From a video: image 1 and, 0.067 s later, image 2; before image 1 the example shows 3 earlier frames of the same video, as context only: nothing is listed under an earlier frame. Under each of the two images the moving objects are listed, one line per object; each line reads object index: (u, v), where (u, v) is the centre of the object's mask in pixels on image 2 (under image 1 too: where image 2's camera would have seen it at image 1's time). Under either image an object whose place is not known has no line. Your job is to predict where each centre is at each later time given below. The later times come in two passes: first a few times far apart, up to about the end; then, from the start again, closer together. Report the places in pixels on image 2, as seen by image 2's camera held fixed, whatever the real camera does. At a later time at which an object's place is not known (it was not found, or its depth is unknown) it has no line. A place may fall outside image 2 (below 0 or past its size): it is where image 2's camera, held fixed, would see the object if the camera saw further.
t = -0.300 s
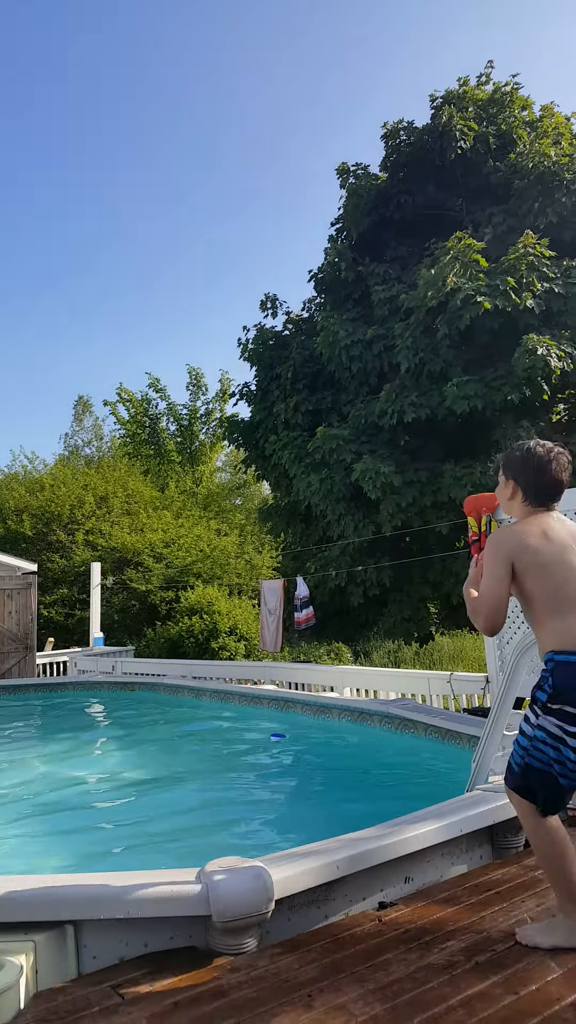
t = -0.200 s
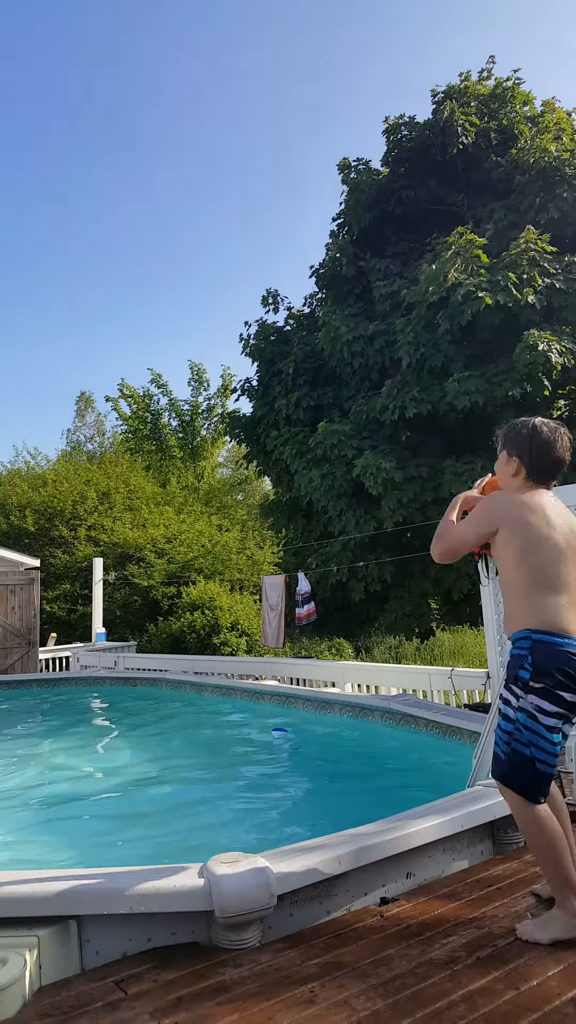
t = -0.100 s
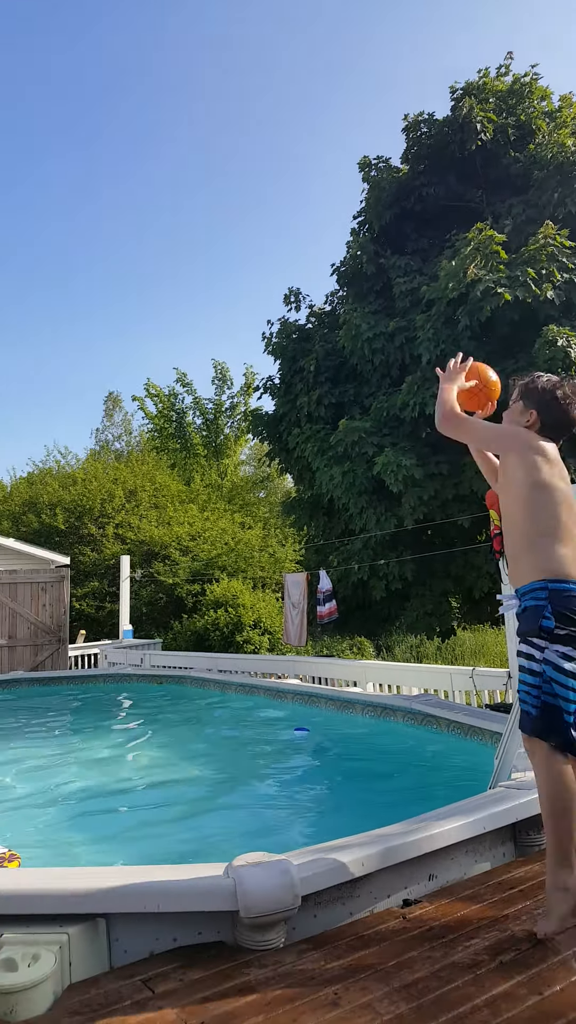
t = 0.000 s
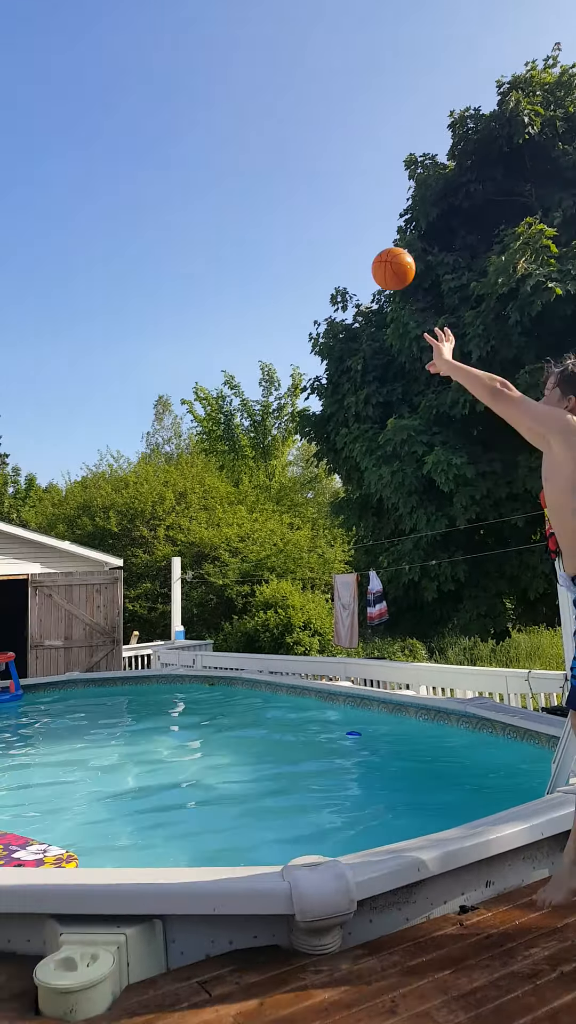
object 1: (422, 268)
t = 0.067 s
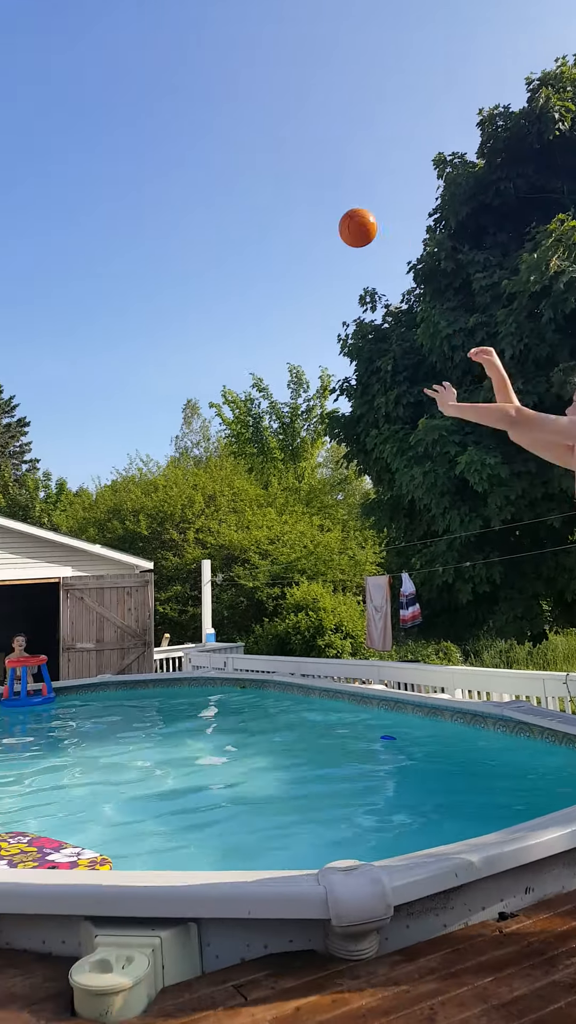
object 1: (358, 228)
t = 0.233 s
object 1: (248, 186)
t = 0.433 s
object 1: (160, 207)
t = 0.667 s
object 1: (93, 291)
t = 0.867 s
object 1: (53, 392)
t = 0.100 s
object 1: (330, 214)
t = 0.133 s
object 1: (306, 203)
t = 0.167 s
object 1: (285, 195)
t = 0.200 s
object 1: (266, 189)
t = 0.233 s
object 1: (248, 186)
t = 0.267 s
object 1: (231, 185)
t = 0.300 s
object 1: (215, 187)
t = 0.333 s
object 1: (201, 190)
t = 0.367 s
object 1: (186, 194)
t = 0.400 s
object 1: (172, 200)
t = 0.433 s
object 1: (160, 207)
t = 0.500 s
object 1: (137, 224)
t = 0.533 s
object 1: (128, 235)
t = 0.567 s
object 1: (113, 249)
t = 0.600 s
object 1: (108, 263)
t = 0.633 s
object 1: (101, 277)
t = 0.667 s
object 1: (93, 291)
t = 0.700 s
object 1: (85, 307)
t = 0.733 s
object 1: (79, 323)
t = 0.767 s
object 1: (72, 339)
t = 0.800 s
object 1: (65, 357)
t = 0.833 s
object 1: (59, 374)
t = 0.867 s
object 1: (53, 392)
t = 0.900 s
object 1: (47, 410)
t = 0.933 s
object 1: (41, 429)
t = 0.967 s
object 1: (36, 449)
